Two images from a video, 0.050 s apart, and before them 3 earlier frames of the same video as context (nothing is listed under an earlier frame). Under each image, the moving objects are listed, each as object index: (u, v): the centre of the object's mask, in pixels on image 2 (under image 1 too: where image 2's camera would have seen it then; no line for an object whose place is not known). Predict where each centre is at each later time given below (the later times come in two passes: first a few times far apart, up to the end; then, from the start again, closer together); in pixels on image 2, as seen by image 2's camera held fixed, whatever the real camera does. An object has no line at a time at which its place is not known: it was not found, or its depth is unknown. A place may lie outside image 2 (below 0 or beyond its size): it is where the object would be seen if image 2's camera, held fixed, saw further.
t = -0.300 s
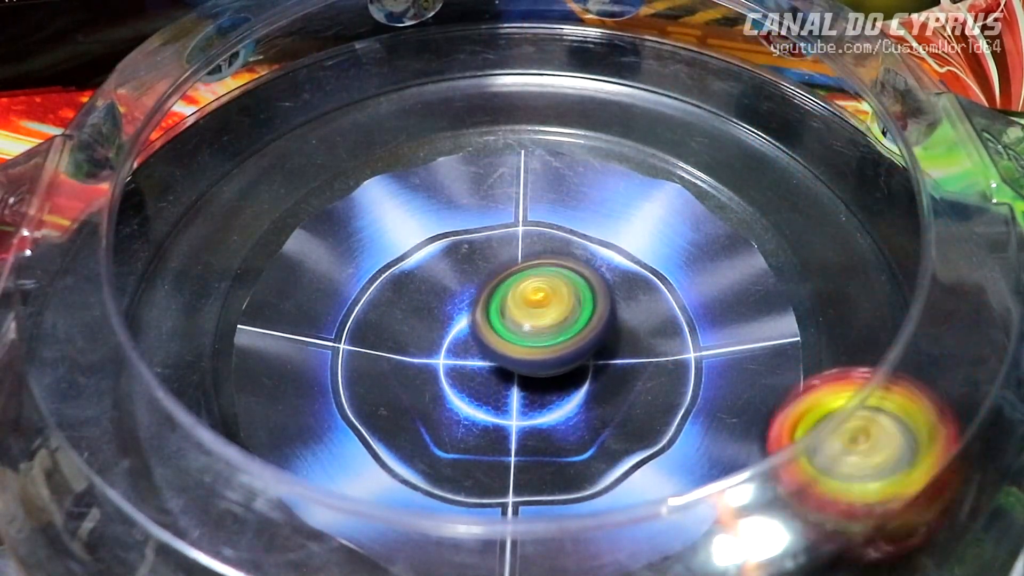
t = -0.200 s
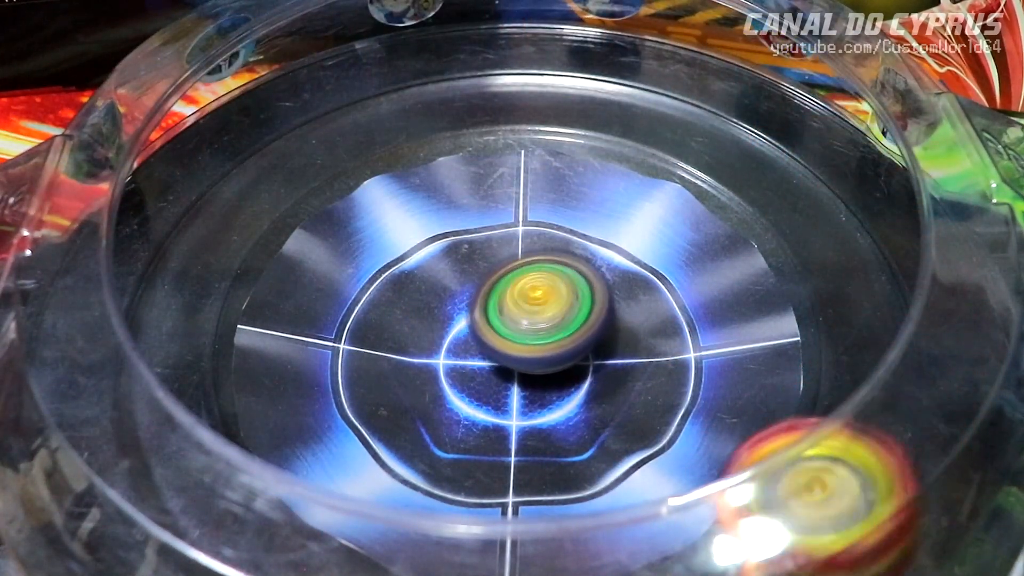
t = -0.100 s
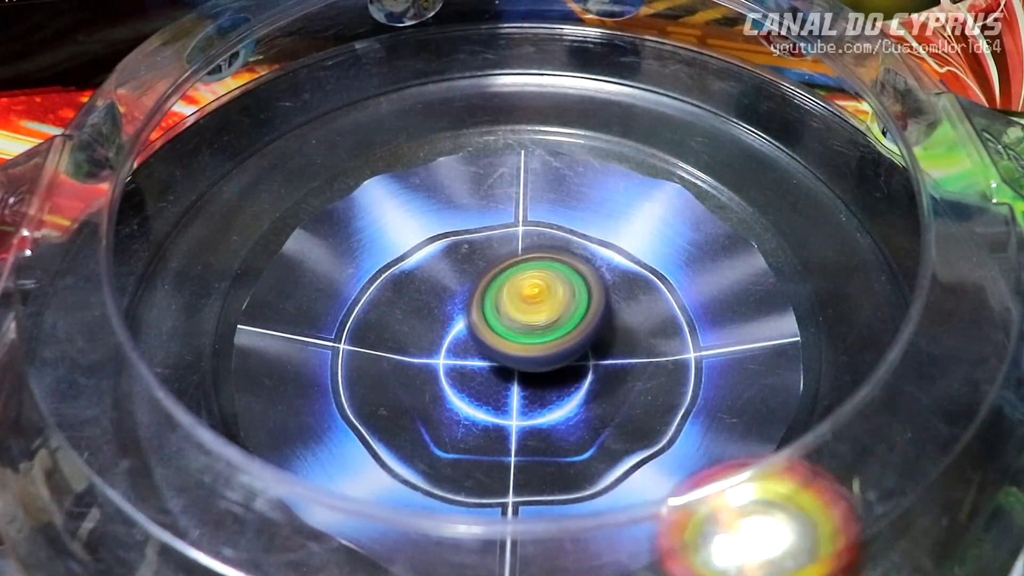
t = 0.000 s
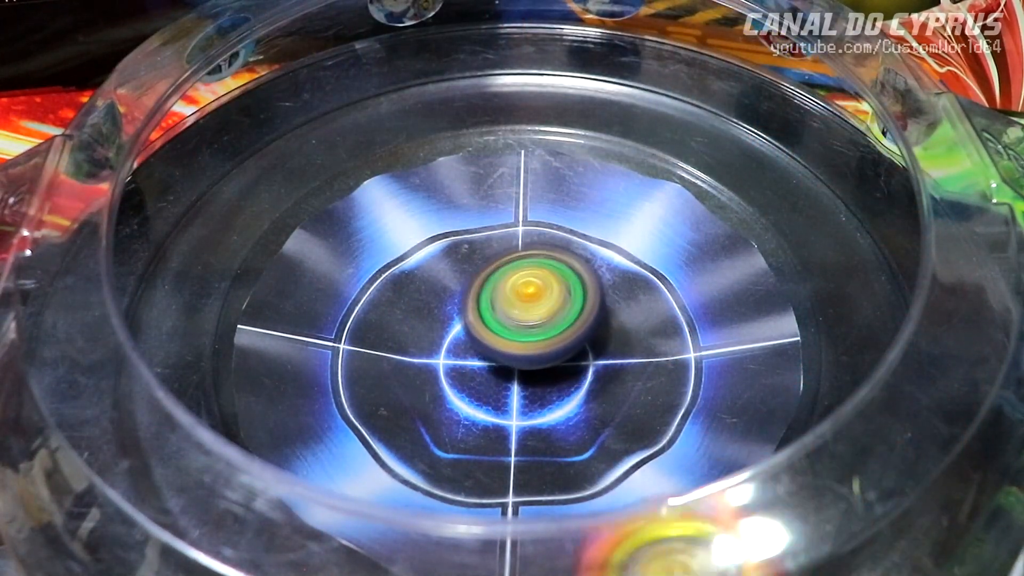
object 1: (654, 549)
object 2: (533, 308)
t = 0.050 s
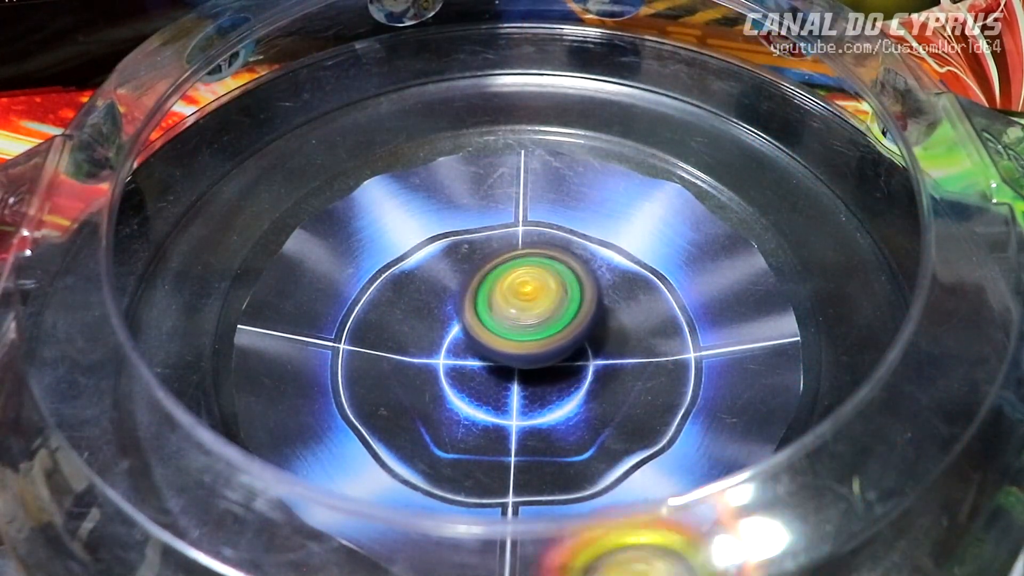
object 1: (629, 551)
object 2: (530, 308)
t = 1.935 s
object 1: (585, 38)
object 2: (516, 344)
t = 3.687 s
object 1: (351, 546)
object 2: (502, 308)
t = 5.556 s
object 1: (647, 56)
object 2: (539, 327)
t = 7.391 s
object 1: (524, 354)
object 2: (477, 241)
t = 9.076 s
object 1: (426, 283)
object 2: (582, 339)
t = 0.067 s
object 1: (619, 552)
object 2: (529, 307)
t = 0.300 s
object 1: (389, 554)
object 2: (513, 303)
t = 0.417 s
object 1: (283, 536)
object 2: (506, 303)
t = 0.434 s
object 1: (272, 529)
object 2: (505, 303)
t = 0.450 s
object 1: (259, 526)
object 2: (505, 303)
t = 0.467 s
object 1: (248, 522)
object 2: (504, 303)
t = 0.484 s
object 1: (237, 517)
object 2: (503, 303)
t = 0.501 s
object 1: (218, 518)
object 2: (502, 303)
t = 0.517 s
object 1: (208, 511)
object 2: (501, 303)
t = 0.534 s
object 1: (197, 502)
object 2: (500, 303)
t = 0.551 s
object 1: (187, 495)
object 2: (500, 303)
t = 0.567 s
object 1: (176, 487)
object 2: (499, 304)
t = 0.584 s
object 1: (167, 480)
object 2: (498, 304)
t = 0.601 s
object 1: (175, 462)
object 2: (498, 304)
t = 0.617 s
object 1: (169, 453)
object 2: (498, 304)
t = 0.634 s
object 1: (162, 445)
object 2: (497, 305)
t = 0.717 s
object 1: (140, 404)
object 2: (494, 307)
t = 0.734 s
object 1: (137, 397)
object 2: (493, 307)
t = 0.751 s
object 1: (133, 388)
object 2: (493, 308)
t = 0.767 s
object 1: (134, 380)
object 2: (493, 309)
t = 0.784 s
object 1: (132, 370)
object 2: (492, 309)
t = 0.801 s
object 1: (130, 361)
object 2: (492, 310)
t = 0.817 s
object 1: (128, 352)
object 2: (491, 310)
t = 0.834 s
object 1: (126, 341)
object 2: (491, 311)
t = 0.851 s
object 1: (126, 333)
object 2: (490, 312)
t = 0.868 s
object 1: (125, 321)
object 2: (489, 312)
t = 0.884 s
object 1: (125, 312)
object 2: (489, 313)
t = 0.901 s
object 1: (126, 302)
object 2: (489, 314)
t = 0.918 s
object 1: (126, 291)
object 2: (489, 315)
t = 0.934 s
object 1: (128, 282)
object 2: (489, 315)
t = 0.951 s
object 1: (131, 272)
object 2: (489, 316)
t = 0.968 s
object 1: (133, 265)
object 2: (488, 316)
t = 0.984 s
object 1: (139, 257)
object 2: (488, 317)
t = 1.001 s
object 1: (158, 247)
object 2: (488, 318)
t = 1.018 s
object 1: (151, 240)
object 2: (487, 319)
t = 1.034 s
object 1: (162, 230)
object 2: (487, 319)
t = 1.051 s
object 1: (163, 224)
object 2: (487, 320)
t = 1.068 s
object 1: (168, 217)
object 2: (487, 320)
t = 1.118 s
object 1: (177, 192)
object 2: (486, 323)
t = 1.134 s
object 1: (180, 187)
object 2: (486, 323)
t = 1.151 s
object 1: (185, 180)
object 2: (486, 324)
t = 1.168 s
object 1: (189, 172)
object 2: (485, 325)
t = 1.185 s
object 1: (195, 166)
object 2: (485, 326)
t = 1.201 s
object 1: (200, 159)
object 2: (485, 327)
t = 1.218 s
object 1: (205, 155)
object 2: (486, 327)
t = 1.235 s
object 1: (212, 146)
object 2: (486, 329)
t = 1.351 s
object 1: (259, 104)
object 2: (487, 333)
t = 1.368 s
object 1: (265, 99)
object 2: (488, 334)
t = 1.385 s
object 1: (274, 94)
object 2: (488, 335)
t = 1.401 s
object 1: (281, 88)
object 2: (489, 335)
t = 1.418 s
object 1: (289, 83)
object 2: (489, 336)
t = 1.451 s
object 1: (306, 74)
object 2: (490, 337)
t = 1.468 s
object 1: (315, 71)
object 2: (491, 338)
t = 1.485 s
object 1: (324, 66)
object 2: (491, 338)
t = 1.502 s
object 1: (331, 64)
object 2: (492, 339)
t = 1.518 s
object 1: (343, 60)
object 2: (492, 339)
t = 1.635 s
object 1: (410, 42)
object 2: (497, 342)
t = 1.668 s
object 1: (429, 40)
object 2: (499, 342)
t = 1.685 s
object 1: (438, 38)
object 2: (500, 343)
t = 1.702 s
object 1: (447, 37)
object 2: (501, 344)
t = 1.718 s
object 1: (458, 38)
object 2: (502, 344)
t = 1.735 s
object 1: (465, 35)
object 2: (502, 343)
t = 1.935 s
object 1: (585, 38)
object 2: (516, 344)
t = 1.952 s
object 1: (596, 38)
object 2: (517, 344)
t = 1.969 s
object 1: (604, 40)
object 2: (519, 345)
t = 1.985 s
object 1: (616, 40)
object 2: (520, 344)
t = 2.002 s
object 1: (626, 40)
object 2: (522, 344)
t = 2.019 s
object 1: (636, 43)
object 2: (523, 344)
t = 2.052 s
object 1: (655, 47)
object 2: (525, 344)
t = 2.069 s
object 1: (664, 50)
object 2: (526, 343)
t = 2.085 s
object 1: (672, 50)
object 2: (526, 343)
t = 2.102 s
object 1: (682, 55)
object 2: (527, 343)
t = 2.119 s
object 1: (691, 57)
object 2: (528, 343)
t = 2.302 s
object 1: (780, 106)
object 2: (536, 340)
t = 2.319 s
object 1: (788, 108)
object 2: (537, 339)
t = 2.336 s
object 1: (796, 115)
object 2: (538, 339)
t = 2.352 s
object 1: (802, 120)
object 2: (538, 338)
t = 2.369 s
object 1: (809, 126)
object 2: (539, 337)
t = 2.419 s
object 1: (827, 146)
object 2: (540, 336)
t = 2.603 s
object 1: (868, 218)
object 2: (543, 328)
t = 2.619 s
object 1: (871, 226)
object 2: (543, 328)
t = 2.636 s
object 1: (871, 232)
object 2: (543, 327)
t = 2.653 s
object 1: (889, 243)
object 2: (543, 326)
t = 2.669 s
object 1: (891, 249)
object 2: (543, 325)
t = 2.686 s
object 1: (897, 259)
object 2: (543, 325)
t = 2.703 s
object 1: (898, 265)
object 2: (543, 325)
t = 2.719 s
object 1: (900, 274)
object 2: (543, 324)
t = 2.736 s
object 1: (903, 282)
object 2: (544, 324)
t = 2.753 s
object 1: (902, 291)
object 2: (544, 323)
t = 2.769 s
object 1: (905, 300)
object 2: (544, 322)
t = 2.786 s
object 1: (904, 308)
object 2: (543, 322)
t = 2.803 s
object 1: (906, 321)
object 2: (542, 321)
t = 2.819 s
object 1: (904, 325)
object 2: (543, 320)
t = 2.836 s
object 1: (899, 335)
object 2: (542, 319)
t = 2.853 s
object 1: (908, 344)
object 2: (541, 319)
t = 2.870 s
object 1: (902, 354)
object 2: (541, 318)
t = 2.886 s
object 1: (902, 364)
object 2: (541, 318)
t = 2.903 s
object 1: (899, 372)
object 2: (541, 317)
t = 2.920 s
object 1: (897, 382)
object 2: (540, 316)
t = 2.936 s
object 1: (895, 389)
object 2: (539, 316)
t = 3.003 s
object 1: (881, 424)
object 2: (537, 314)
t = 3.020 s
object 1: (873, 433)
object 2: (537, 314)
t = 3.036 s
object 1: (869, 447)
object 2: (536, 314)
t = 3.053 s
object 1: (860, 452)
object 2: (536, 313)
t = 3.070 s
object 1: (857, 464)
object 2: (536, 313)
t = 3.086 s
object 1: (849, 471)
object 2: (535, 312)
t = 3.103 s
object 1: (843, 480)
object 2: (534, 312)
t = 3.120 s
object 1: (836, 489)
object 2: (533, 311)
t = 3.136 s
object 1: (819, 500)
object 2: (532, 311)
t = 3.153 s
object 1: (824, 503)
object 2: (531, 311)
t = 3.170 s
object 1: (799, 512)
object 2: (530, 311)
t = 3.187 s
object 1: (787, 520)
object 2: (529, 311)
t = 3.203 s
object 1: (775, 522)
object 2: (528, 310)
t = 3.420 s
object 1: (589, 555)
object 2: (515, 306)
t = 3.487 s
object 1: (531, 557)
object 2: (513, 306)
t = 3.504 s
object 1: (516, 557)
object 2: (512, 306)
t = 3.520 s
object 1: (500, 557)
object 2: (510, 306)
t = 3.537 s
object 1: (487, 557)
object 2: (510, 306)
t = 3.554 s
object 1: (470, 557)
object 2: (509, 307)
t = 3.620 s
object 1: (407, 555)
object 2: (505, 308)
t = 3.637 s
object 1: (392, 554)
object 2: (505, 308)
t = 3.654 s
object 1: (378, 551)
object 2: (504, 308)
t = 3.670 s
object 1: (364, 550)
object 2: (503, 308)
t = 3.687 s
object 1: (351, 546)
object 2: (502, 308)
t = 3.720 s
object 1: (326, 541)
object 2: (501, 309)
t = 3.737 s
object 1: (313, 540)
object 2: (500, 309)
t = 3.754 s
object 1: (302, 536)
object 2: (499, 309)
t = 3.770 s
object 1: (292, 532)
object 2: (499, 309)
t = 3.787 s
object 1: (278, 531)
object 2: (499, 309)
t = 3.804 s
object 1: (270, 525)
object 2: (499, 310)
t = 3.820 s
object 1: (252, 525)
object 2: (499, 310)
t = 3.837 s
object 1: (244, 520)
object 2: (498, 310)
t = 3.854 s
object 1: (229, 522)
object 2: (498, 311)
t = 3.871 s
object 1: (214, 517)
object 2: (497, 311)
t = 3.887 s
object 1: (204, 512)
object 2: (497, 312)
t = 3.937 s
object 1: (174, 488)
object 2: (496, 314)
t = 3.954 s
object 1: (164, 480)
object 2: (495, 314)
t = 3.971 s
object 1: (159, 472)
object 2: (495, 315)
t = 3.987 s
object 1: (169, 455)
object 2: (494, 316)
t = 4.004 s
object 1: (160, 446)
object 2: (494, 317)
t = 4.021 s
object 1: (159, 437)
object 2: (493, 318)
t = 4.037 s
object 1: (152, 427)
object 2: (493, 319)
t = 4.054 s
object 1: (148, 421)
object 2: (493, 319)
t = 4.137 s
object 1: (129, 378)
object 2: (492, 323)
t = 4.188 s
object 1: (124, 353)
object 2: (491, 326)
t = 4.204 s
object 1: (124, 344)
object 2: (491, 327)
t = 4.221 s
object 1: (122, 336)
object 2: (491, 327)
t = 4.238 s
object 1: (123, 326)
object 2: (491, 328)
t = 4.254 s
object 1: (123, 318)
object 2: (491, 329)
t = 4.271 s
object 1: (125, 310)
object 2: (491, 329)
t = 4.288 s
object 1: (124, 301)
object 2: (491, 330)
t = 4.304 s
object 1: (126, 292)
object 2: (490, 331)
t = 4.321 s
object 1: (127, 284)
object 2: (490, 332)
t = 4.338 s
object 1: (129, 276)
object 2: (490, 332)
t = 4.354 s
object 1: (131, 267)
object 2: (490, 333)
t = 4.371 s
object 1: (135, 259)
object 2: (491, 334)
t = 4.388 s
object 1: (139, 252)
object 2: (491, 335)
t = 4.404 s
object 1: (147, 244)
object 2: (491, 335)
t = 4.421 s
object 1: (160, 236)
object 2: (491, 335)
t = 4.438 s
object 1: (163, 228)
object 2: (492, 336)
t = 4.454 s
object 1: (164, 221)
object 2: (492, 337)
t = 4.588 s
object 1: (192, 166)
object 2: (493, 340)
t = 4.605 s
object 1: (195, 162)
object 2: (493, 340)
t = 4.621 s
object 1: (202, 155)
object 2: (493, 341)
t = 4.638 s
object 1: (206, 150)
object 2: (493, 341)
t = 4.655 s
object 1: (213, 142)
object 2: (494, 341)
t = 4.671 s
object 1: (216, 138)
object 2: (495, 342)
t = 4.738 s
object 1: (241, 114)
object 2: (498, 342)
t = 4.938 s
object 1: (328, 64)
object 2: (511, 341)
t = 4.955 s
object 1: (337, 61)
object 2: (512, 341)
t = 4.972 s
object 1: (345, 57)
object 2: (514, 341)
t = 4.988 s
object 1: (354, 57)
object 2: (515, 341)
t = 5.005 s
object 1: (362, 52)
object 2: (517, 340)
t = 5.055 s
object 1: (388, 46)
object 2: (521, 339)
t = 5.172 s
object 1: (449, 36)
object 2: (528, 338)
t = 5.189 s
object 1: (457, 37)
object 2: (529, 338)
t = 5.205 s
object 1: (466, 36)
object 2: (530, 338)
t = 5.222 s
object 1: (475, 36)
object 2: (530, 337)
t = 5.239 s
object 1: (484, 35)
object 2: (531, 337)
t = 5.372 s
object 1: (554, 38)
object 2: (536, 334)
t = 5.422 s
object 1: (580, 40)
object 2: (536, 333)
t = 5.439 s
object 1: (589, 42)
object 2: (537, 332)
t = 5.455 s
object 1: (597, 42)
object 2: (538, 332)
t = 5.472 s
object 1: (606, 46)
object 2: (538, 331)
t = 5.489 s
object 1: (613, 45)
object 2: (538, 331)
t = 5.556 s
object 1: (647, 56)
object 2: (539, 327)
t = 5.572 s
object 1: (656, 60)
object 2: (539, 327)
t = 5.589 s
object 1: (663, 61)
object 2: (539, 327)
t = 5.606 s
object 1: (671, 66)
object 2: (539, 326)
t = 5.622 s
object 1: (678, 68)
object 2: (539, 326)
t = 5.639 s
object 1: (686, 72)
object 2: (540, 325)
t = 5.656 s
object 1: (693, 74)
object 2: (540, 324)
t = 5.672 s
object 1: (702, 79)
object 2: (540, 323)
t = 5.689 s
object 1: (708, 82)
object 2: (540, 323)
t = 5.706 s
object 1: (716, 87)
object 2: (540, 322)
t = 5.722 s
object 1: (723, 90)
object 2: (539, 321)
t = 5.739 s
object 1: (730, 95)
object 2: (539, 321)
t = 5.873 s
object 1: (778, 136)
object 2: (537, 317)
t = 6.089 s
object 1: (832, 217)
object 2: (529, 309)
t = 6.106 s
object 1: (833, 224)
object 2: (529, 309)
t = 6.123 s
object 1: (837, 231)
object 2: (528, 309)
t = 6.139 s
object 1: (836, 239)
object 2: (527, 308)
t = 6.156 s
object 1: (838, 246)
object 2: (527, 308)
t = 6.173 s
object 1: (838, 254)
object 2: (525, 308)
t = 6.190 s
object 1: (839, 261)
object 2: (525, 307)
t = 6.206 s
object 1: (838, 270)
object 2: (523, 307)
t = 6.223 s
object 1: (838, 277)
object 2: (522, 307)
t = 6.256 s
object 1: (836, 292)
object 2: (521, 306)
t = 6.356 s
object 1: (821, 337)
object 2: (517, 306)
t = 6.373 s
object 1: (815, 345)
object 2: (516, 306)
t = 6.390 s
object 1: (809, 354)
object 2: (515, 306)
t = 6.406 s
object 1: (804, 358)
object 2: (514, 306)
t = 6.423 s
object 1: (798, 365)
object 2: (512, 306)
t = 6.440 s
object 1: (791, 368)
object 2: (511, 307)
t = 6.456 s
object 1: (782, 375)
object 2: (510, 307)
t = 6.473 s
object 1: (773, 375)
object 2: (510, 307)
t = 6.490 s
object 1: (763, 378)
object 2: (509, 307)
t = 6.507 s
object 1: (752, 375)
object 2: (509, 308)
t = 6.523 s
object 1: (740, 373)
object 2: (508, 309)
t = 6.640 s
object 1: (644, 352)
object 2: (504, 311)
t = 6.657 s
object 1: (632, 347)
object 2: (501, 311)
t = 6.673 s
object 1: (617, 344)
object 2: (497, 310)
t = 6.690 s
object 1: (608, 344)
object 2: (492, 308)
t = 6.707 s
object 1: (601, 343)
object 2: (485, 301)
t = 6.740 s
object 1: (588, 344)
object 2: (468, 294)
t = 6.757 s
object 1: (580, 345)
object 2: (463, 290)
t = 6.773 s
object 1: (569, 344)
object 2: (457, 287)
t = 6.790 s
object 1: (560, 344)
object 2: (454, 284)
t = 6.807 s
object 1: (548, 344)
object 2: (451, 281)
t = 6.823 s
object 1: (540, 346)
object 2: (450, 279)
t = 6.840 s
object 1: (532, 350)
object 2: (448, 276)
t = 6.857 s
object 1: (529, 354)
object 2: (447, 272)
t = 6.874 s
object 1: (527, 360)
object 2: (446, 268)
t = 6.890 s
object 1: (524, 364)
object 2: (445, 265)
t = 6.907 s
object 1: (525, 369)
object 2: (445, 262)
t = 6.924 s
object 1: (524, 373)
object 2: (445, 260)
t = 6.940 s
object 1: (524, 378)
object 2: (445, 259)
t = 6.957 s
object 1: (524, 382)
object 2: (446, 258)
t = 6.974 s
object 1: (524, 387)
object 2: (448, 258)
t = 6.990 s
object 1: (524, 391)
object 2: (449, 257)
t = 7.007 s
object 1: (524, 396)
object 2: (451, 258)
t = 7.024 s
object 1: (524, 399)
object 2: (452, 258)
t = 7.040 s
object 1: (526, 404)
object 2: (454, 258)
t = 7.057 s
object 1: (526, 405)
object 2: (456, 259)
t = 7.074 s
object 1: (528, 407)
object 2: (458, 259)
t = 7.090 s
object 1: (530, 407)
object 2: (461, 260)
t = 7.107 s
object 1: (531, 406)
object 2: (463, 261)
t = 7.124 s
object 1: (532, 405)
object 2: (466, 263)
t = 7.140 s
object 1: (532, 401)
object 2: (469, 264)
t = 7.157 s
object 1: (531, 397)
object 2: (470, 265)
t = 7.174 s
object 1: (533, 392)
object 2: (472, 267)
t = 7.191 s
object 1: (530, 386)
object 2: (476, 269)
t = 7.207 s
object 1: (529, 380)
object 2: (478, 270)
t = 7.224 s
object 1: (526, 373)
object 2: (480, 271)
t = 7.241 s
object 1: (524, 367)
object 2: (481, 270)
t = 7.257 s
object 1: (520, 359)
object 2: (482, 270)
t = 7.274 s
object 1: (519, 358)
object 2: (483, 268)
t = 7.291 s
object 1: (521, 357)
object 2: (481, 264)
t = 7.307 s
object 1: (523, 360)
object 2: (478, 257)
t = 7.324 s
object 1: (523, 359)
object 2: (477, 252)
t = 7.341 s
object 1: (524, 359)
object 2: (474, 245)
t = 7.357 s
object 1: (523, 358)
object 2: (474, 243)
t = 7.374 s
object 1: (526, 356)
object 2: (474, 241)
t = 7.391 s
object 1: (524, 354)
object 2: (477, 241)
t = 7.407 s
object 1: (527, 350)
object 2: (479, 243)
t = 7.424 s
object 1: (525, 348)
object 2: (484, 243)
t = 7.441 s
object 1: (524, 343)
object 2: (486, 244)
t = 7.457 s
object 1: (519, 343)
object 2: (490, 244)
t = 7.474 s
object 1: (517, 340)
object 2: (493, 244)
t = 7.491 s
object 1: (511, 338)
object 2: (496, 242)
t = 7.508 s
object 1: (510, 340)
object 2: (498, 239)
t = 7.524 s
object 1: (507, 343)
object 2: (499, 238)
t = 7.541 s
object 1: (507, 344)
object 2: (501, 238)
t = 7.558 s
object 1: (505, 346)
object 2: (503, 238)
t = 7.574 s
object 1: (505, 347)
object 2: (506, 240)
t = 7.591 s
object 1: (505, 352)
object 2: (508, 241)
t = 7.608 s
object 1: (506, 350)
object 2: (511, 244)
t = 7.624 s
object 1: (506, 351)
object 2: (514, 246)
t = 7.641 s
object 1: (509, 353)
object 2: (518, 248)
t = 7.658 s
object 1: (510, 350)
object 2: (521, 249)
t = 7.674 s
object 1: (511, 348)
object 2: (525, 251)
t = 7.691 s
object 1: (513, 348)
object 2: (528, 251)
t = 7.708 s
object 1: (511, 348)
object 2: (533, 253)
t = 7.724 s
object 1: (510, 350)
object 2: (535, 250)
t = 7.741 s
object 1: (509, 353)
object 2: (538, 248)
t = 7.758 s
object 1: (509, 358)
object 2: (539, 246)
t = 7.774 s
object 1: (512, 359)
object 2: (541, 245)
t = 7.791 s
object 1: (512, 365)
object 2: (543, 244)
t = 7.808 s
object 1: (514, 365)
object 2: (546, 246)
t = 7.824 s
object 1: (517, 369)
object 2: (548, 248)
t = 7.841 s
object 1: (520, 368)
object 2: (552, 250)
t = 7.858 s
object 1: (523, 367)
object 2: (554, 252)
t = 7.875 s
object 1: (526, 368)
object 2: (557, 254)
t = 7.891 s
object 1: (530, 363)
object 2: (561, 255)
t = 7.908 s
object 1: (531, 363)
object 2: (564, 256)
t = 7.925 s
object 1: (535, 356)
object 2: (567, 257)
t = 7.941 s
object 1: (535, 352)
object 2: (569, 258)
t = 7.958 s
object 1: (533, 348)
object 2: (571, 258)
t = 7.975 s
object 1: (529, 344)
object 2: (575, 257)
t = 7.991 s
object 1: (528, 343)
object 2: (576, 257)
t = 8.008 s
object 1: (523, 342)
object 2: (578, 257)
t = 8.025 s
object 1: (521, 342)
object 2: (580, 258)
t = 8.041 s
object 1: (514, 342)
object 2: (581, 261)
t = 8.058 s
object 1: (508, 342)
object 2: (582, 263)
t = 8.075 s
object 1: (501, 342)
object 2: (584, 265)
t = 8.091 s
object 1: (496, 342)
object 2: (585, 268)
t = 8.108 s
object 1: (490, 343)
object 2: (588, 270)
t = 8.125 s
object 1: (485, 342)
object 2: (587, 272)
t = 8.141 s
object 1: (480, 344)
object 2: (588, 275)
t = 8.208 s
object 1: (468, 347)
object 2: (591, 285)
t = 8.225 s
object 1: (466, 346)
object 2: (591, 287)
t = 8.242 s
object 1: (467, 347)
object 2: (592, 290)
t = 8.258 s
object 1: (464, 345)
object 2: (591, 292)
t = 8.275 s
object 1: (464, 345)
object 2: (592, 295)
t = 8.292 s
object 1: (464, 344)
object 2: (591, 297)
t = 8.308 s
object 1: (464, 343)
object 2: (591, 299)
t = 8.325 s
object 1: (459, 342)
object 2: (593, 300)
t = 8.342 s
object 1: (448, 342)
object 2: (600, 295)
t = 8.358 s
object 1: (439, 345)
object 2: (605, 290)
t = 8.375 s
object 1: (435, 343)
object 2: (610, 287)
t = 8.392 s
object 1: (427, 344)
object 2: (612, 284)
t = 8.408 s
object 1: (425, 342)
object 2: (612, 284)
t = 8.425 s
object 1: (421, 344)
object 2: (613, 284)
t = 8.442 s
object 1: (416, 345)
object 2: (611, 285)
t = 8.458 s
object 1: (414, 345)
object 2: (611, 288)
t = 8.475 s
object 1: (409, 347)
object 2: (609, 289)
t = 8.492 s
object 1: (408, 347)
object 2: (609, 292)
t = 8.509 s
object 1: (404, 348)
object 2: (606, 294)
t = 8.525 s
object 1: (403, 348)
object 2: (605, 297)
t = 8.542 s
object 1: (400, 349)
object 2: (604, 301)
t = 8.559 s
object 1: (402, 348)
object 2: (602, 303)
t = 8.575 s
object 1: (401, 348)
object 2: (601, 305)
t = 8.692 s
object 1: (424, 334)
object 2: (593, 320)
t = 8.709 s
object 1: (429, 329)
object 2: (591, 321)
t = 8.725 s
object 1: (436, 325)
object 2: (589, 323)
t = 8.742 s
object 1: (440, 320)
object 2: (590, 324)
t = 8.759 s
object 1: (438, 316)
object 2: (595, 323)
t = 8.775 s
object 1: (432, 313)
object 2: (602, 321)
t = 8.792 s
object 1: (429, 309)
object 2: (606, 319)
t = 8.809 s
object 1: (427, 307)
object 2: (608, 319)
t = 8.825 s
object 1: (419, 303)
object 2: (608, 319)
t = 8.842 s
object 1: (418, 300)
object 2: (607, 320)
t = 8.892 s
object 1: (409, 295)
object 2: (603, 324)
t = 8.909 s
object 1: (408, 292)
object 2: (601, 325)
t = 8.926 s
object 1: (406, 293)
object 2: (601, 326)
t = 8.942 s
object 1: (406, 288)
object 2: (599, 328)
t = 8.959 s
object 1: (406, 287)
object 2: (598, 329)
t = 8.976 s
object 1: (408, 285)
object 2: (596, 330)
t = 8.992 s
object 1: (409, 285)
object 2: (593, 332)
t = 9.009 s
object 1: (410, 284)
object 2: (591, 334)
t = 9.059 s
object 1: (421, 280)
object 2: (584, 338)
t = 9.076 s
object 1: (426, 283)
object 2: (582, 339)
